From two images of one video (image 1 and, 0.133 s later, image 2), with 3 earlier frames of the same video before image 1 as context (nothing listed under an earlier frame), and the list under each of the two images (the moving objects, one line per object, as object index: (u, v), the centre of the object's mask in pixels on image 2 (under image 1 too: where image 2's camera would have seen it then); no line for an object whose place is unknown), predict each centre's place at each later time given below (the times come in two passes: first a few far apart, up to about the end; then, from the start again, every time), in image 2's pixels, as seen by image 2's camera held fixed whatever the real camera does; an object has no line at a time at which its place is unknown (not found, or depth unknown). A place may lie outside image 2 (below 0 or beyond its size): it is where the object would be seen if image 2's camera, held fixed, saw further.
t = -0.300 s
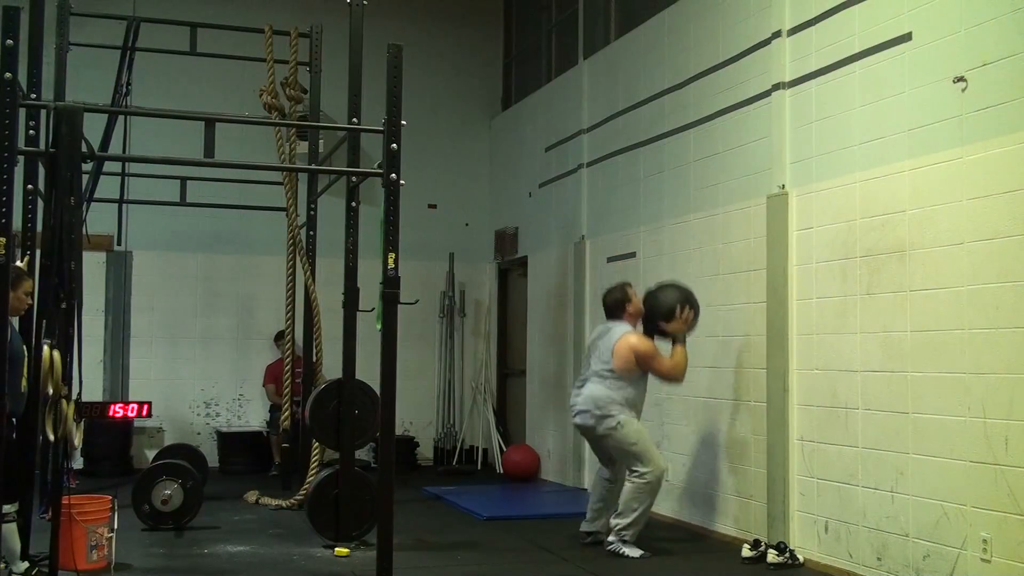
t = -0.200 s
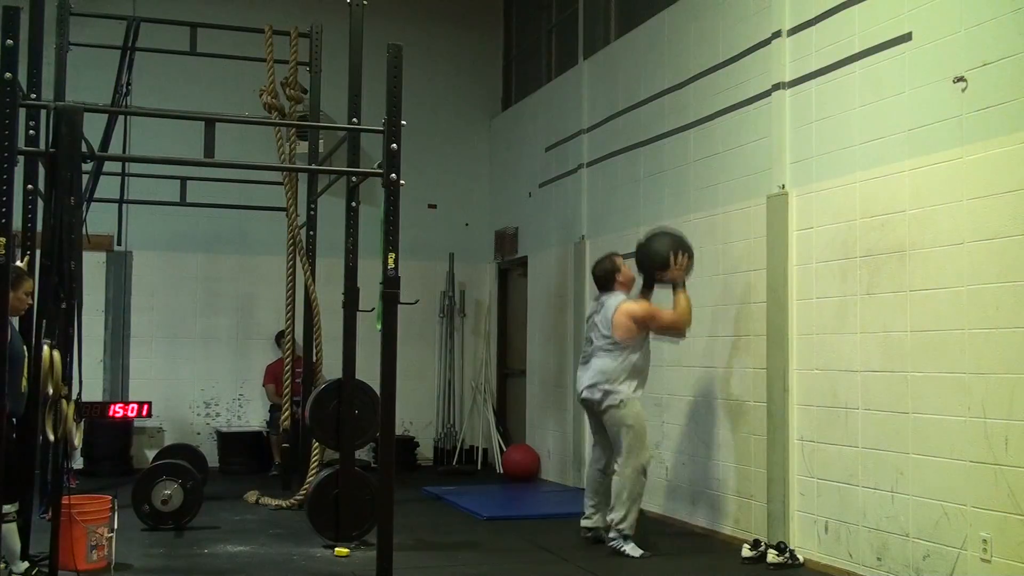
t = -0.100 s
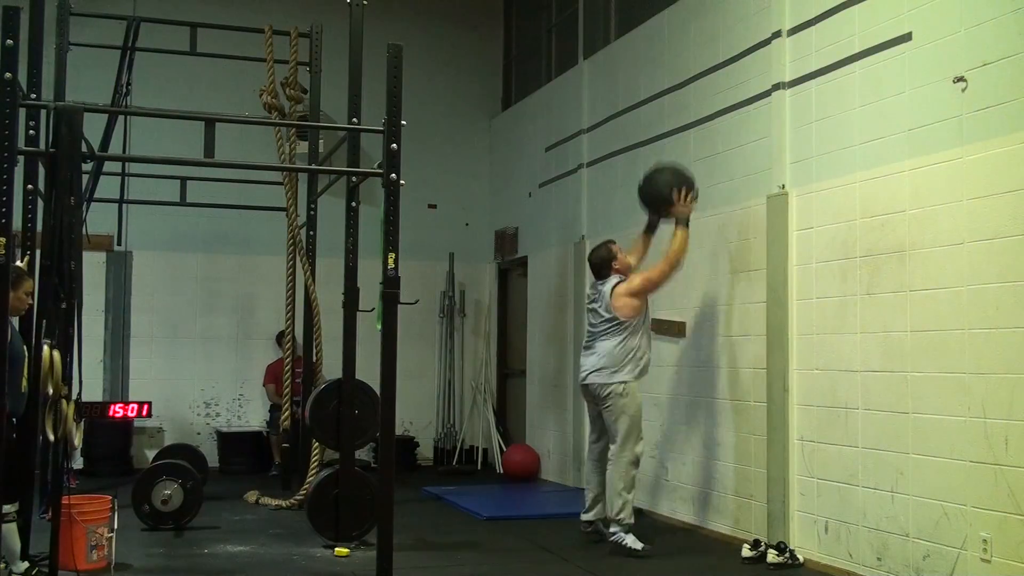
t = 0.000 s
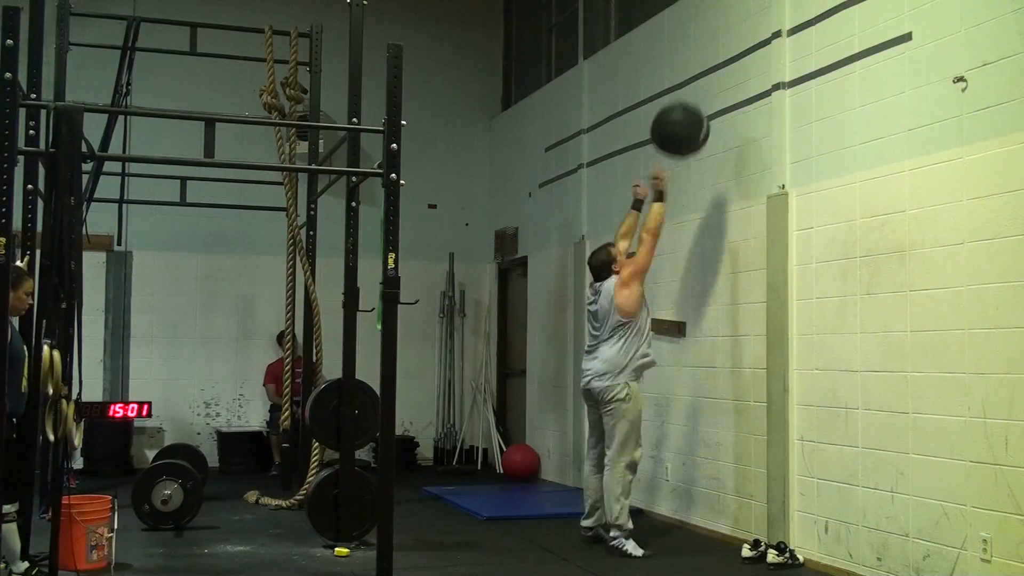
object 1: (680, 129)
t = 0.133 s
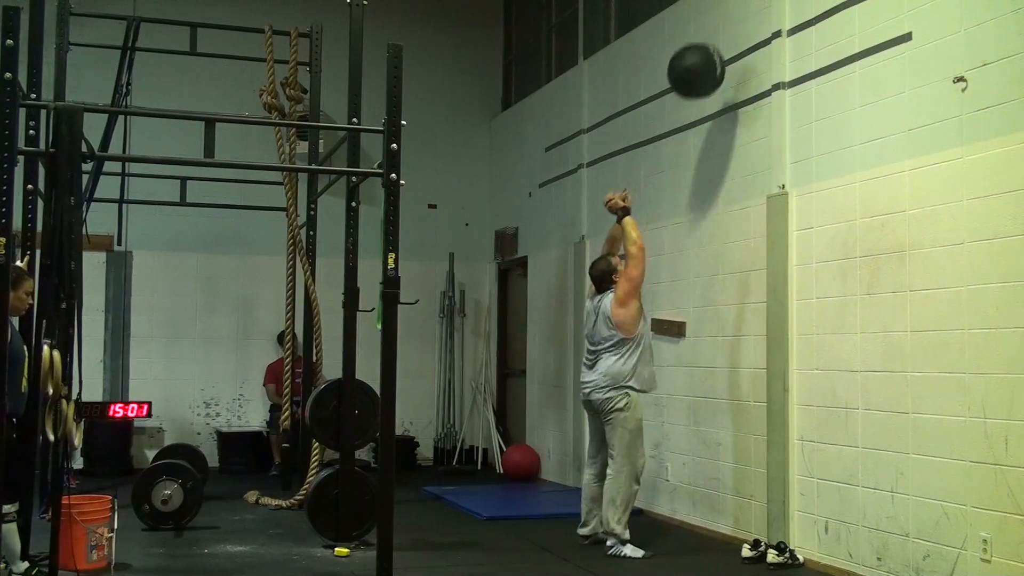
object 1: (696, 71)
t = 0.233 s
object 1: (708, 44)
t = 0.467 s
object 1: (714, 42)
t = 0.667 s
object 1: (700, 105)
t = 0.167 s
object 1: (700, 60)
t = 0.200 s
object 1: (704, 51)
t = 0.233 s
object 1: (708, 44)
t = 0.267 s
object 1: (713, 40)
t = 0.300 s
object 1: (718, 36)
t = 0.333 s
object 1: (721, 34)
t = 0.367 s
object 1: (722, 34)
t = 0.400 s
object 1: (720, 35)
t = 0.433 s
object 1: (717, 38)
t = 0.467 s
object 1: (714, 42)
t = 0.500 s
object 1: (711, 47)
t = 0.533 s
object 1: (709, 55)
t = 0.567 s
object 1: (706, 65)
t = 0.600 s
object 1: (704, 76)
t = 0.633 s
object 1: (702, 90)
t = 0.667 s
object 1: (700, 105)
